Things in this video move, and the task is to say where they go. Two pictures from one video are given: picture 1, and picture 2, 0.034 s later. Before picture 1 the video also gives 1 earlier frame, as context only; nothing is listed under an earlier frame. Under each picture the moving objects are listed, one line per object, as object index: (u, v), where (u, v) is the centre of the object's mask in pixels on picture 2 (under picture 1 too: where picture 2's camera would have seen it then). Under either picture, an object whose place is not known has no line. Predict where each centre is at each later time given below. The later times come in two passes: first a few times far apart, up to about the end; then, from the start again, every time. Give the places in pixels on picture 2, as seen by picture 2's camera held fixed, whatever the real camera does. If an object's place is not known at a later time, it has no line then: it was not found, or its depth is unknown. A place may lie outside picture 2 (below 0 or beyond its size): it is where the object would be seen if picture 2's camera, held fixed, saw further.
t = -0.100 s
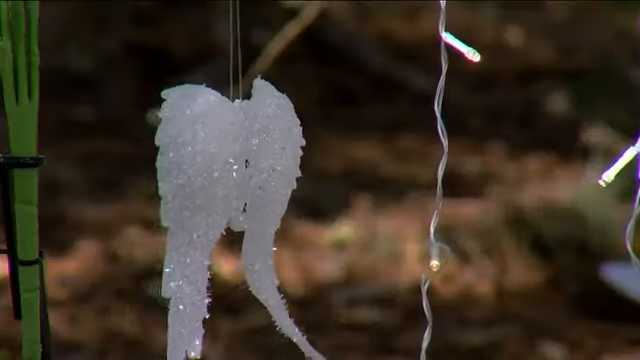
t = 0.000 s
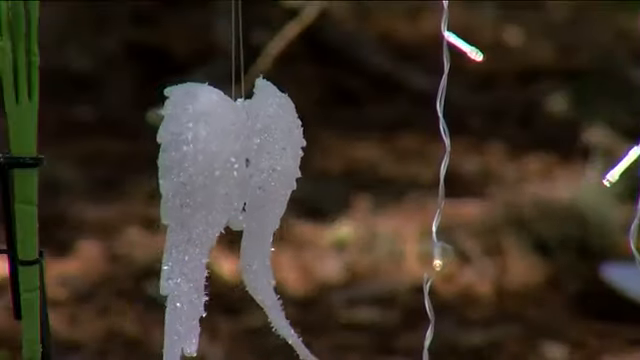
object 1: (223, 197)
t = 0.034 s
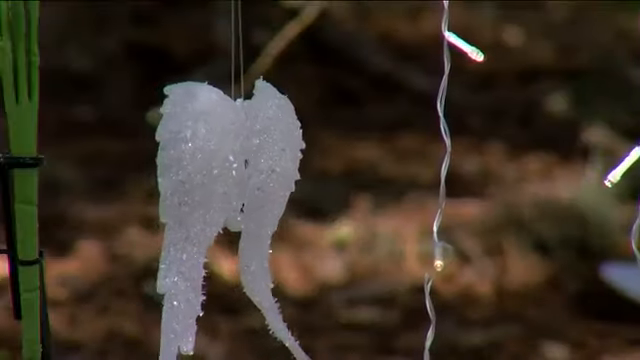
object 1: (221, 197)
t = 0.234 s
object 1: (198, 199)
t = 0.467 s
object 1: (162, 200)
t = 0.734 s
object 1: (159, 197)
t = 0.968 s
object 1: (193, 198)
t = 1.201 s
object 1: (230, 194)
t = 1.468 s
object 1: (239, 194)
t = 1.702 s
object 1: (214, 197)
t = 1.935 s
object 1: (182, 198)
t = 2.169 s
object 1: (173, 201)
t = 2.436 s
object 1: (197, 199)
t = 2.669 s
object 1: (217, 197)
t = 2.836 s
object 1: (217, 196)
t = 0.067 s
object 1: (219, 198)
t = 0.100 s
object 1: (216, 198)
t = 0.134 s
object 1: (212, 198)
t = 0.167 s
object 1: (207, 199)
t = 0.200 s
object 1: (203, 199)
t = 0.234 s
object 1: (198, 199)
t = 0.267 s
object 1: (192, 199)
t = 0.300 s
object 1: (187, 200)
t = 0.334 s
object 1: (182, 200)
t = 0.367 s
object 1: (176, 200)
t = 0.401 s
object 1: (171, 200)
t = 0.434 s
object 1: (166, 200)
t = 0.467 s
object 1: (162, 200)
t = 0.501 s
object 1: (158, 200)
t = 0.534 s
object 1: (155, 200)
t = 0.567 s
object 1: (154, 198)
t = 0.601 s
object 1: (153, 197)
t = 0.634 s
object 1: (154, 197)
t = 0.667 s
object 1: (155, 196)
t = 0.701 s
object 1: (157, 197)
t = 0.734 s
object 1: (159, 197)
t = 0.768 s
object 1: (162, 198)
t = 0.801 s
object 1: (166, 199)
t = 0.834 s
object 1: (171, 199)
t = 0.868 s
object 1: (177, 199)
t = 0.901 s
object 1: (182, 199)
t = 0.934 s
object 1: (189, 198)
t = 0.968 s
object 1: (193, 198)
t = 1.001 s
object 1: (199, 197)
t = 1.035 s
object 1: (205, 195)
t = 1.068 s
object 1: (211, 193)
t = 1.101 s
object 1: (216, 194)
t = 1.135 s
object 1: (221, 195)
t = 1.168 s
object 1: (226, 194)
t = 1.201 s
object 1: (230, 194)
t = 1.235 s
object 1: (234, 195)
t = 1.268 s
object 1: (236, 194)
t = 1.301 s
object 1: (240, 195)
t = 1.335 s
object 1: (241, 197)
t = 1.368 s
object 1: (241, 194)
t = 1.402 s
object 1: (241, 194)
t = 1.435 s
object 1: (240, 193)
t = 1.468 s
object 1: (239, 194)
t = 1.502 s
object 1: (237, 191)
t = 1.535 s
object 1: (235, 197)
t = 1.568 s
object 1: (231, 196)
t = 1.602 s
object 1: (228, 193)
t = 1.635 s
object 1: (224, 194)
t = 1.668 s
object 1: (218, 198)
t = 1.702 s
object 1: (214, 197)
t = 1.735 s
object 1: (209, 198)
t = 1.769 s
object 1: (204, 197)
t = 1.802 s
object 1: (199, 198)
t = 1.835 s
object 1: (194, 198)
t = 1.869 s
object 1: (190, 197)
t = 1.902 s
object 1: (185, 199)
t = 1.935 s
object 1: (182, 198)
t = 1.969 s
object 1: (179, 198)
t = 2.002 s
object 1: (176, 198)
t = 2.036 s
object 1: (174, 199)
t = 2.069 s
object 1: (173, 199)
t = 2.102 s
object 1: (173, 199)
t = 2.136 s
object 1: (173, 200)
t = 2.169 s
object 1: (173, 201)
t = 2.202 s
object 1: (175, 201)
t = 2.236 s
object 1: (177, 200)
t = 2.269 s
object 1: (180, 200)
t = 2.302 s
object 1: (183, 199)
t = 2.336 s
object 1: (186, 199)
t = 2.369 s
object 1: (190, 199)
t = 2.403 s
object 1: (193, 199)
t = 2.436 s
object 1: (197, 199)
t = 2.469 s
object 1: (201, 198)
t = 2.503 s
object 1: (204, 198)
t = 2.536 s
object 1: (208, 198)
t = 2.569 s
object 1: (211, 197)
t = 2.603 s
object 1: (213, 197)
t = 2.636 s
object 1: (215, 197)
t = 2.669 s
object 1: (217, 197)
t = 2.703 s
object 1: (218, 196)
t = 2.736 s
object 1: (218, 196)
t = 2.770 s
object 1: (218, 196)
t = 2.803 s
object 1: (218, 196)
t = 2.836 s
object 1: (217, 196)
